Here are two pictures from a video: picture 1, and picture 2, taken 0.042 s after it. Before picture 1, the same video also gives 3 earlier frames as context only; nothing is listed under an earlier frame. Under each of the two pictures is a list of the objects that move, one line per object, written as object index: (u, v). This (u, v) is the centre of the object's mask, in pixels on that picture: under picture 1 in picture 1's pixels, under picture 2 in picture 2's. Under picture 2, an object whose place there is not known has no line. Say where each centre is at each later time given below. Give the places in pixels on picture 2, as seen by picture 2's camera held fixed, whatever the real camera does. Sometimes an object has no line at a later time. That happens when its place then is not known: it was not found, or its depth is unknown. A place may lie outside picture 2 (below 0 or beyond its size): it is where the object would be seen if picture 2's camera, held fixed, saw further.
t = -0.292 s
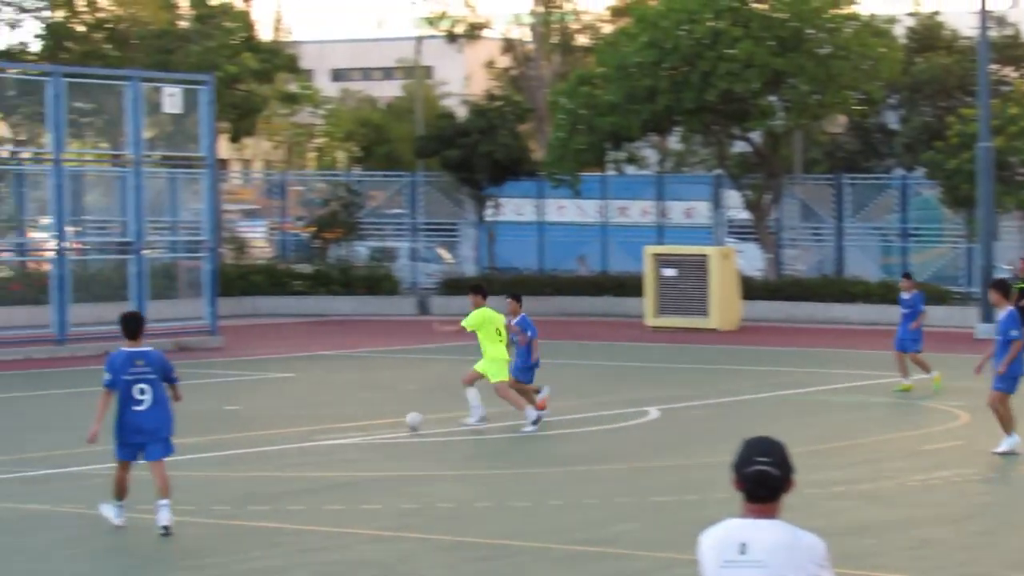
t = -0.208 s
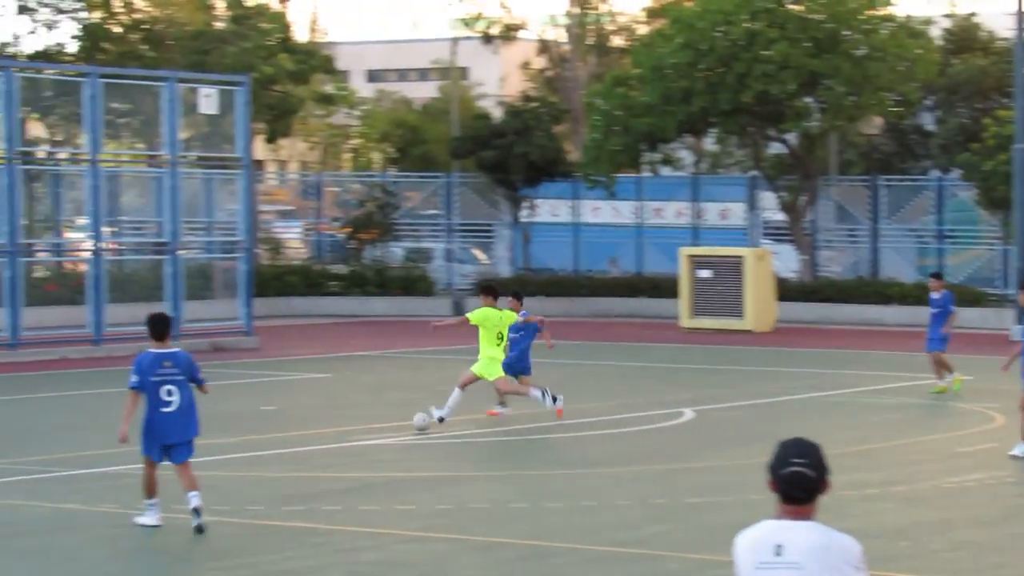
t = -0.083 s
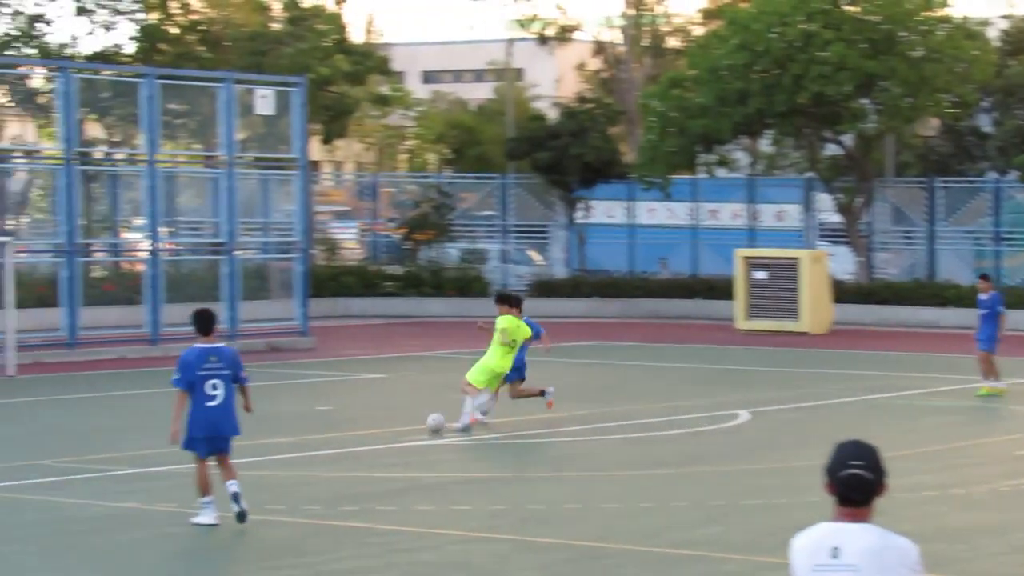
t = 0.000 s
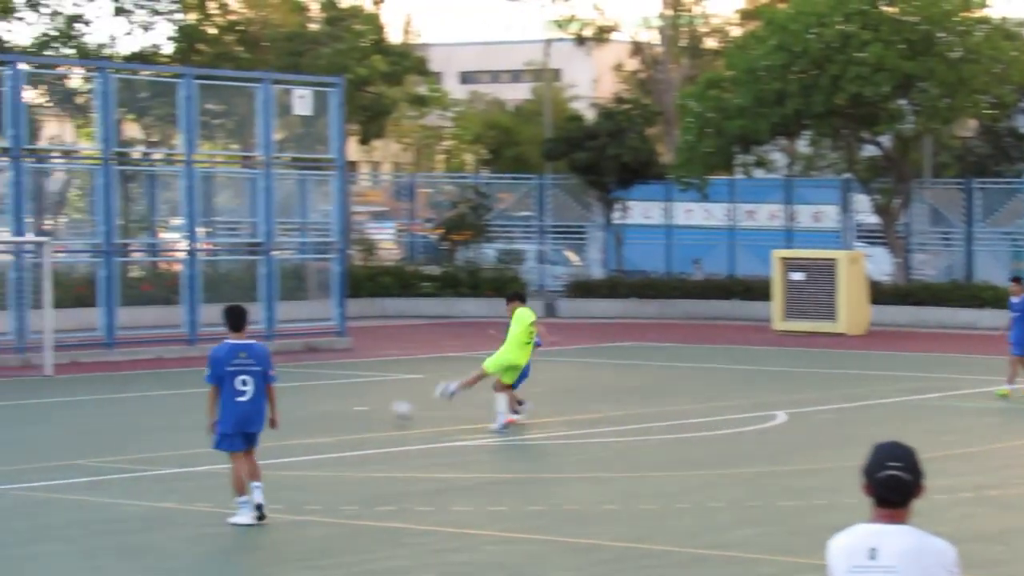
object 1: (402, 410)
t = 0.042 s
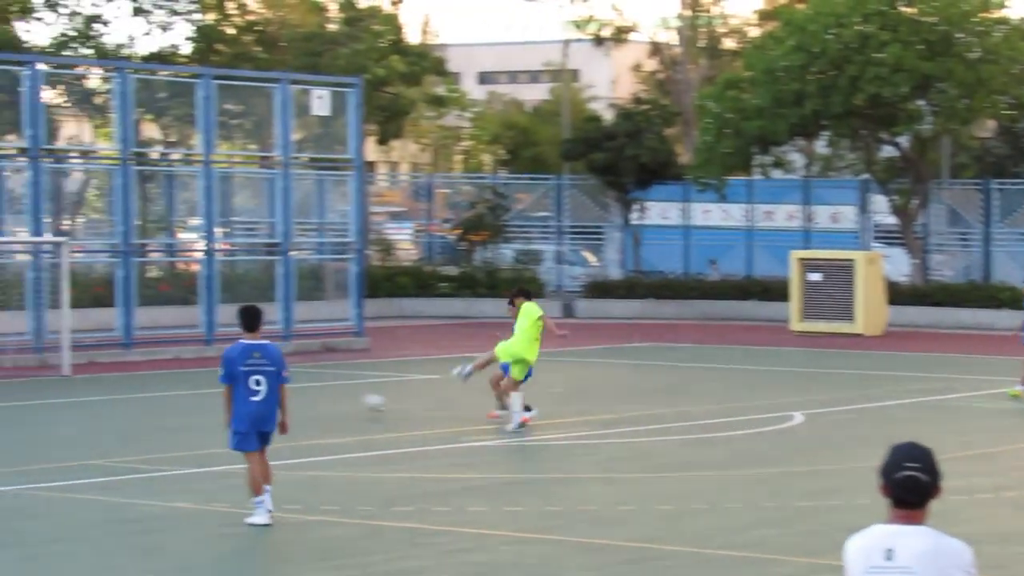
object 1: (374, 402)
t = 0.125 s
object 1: (298, 393)
